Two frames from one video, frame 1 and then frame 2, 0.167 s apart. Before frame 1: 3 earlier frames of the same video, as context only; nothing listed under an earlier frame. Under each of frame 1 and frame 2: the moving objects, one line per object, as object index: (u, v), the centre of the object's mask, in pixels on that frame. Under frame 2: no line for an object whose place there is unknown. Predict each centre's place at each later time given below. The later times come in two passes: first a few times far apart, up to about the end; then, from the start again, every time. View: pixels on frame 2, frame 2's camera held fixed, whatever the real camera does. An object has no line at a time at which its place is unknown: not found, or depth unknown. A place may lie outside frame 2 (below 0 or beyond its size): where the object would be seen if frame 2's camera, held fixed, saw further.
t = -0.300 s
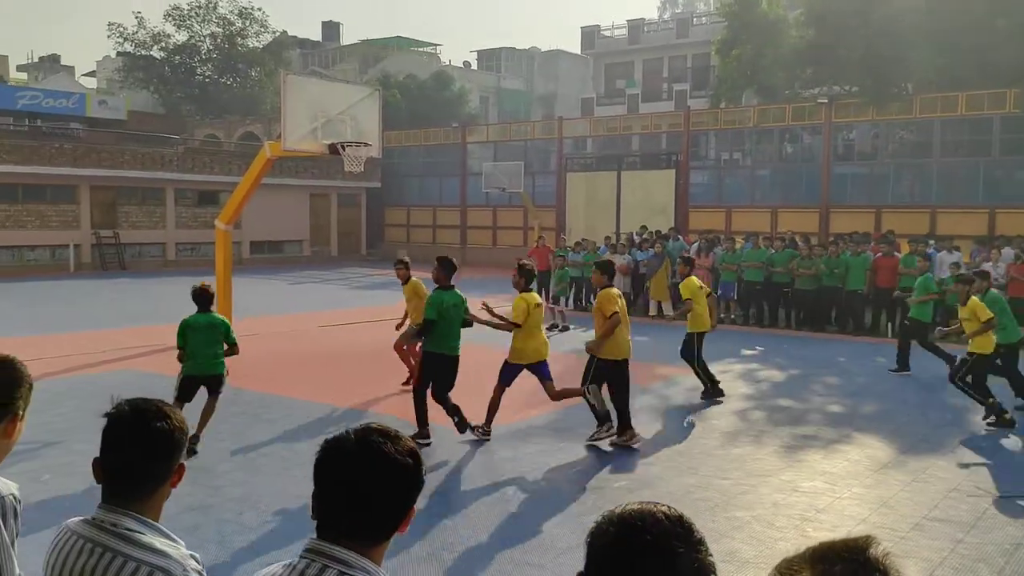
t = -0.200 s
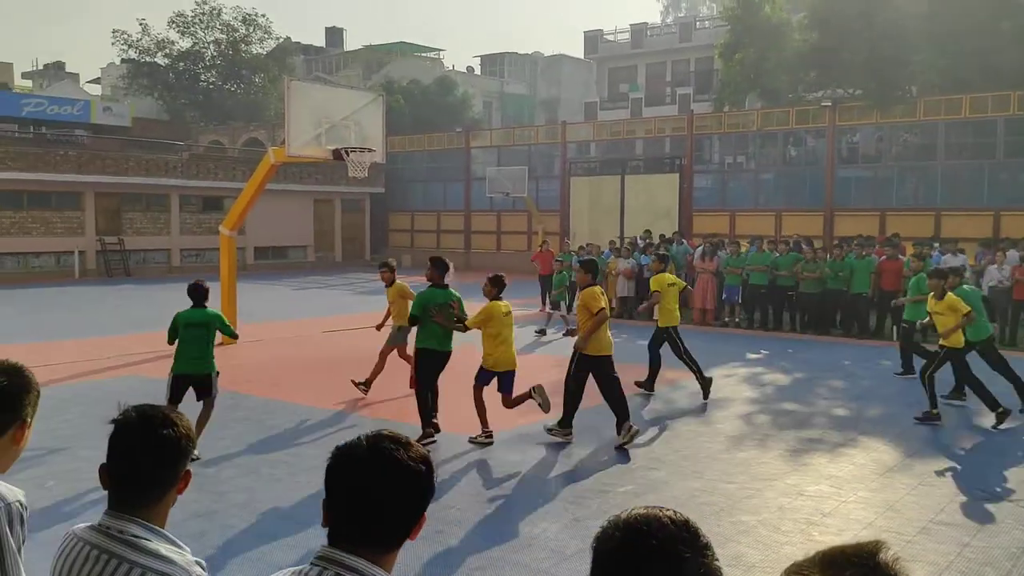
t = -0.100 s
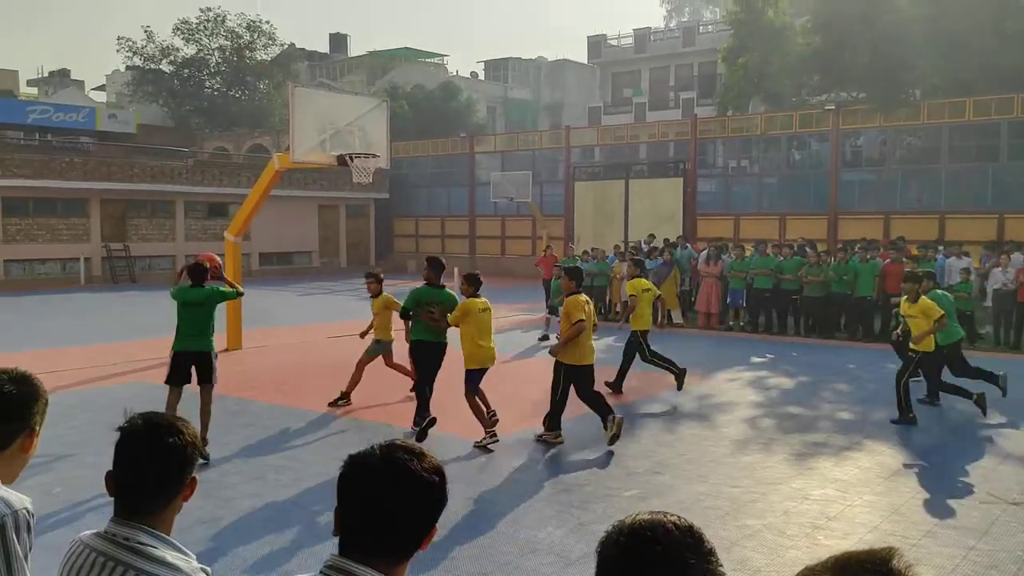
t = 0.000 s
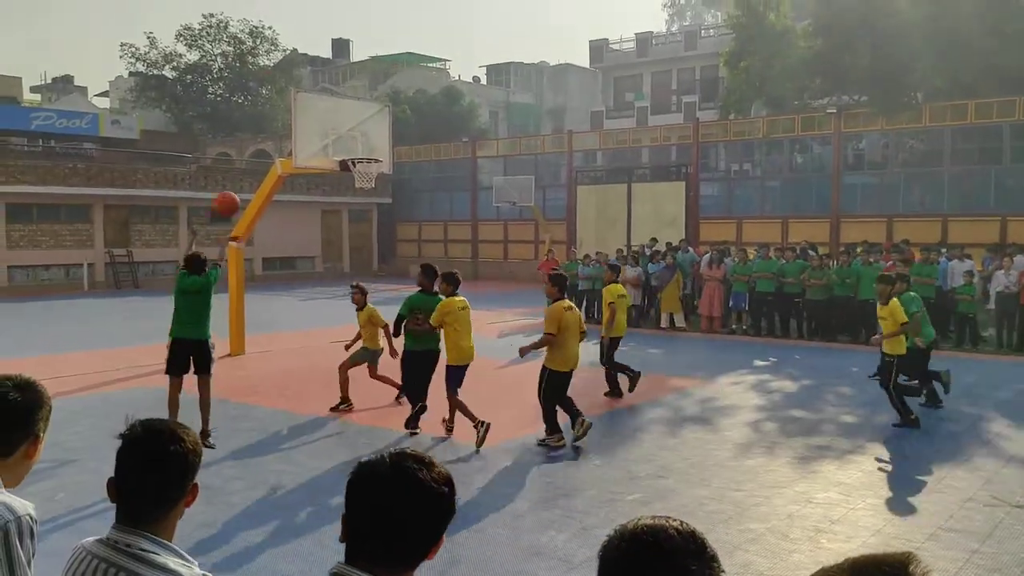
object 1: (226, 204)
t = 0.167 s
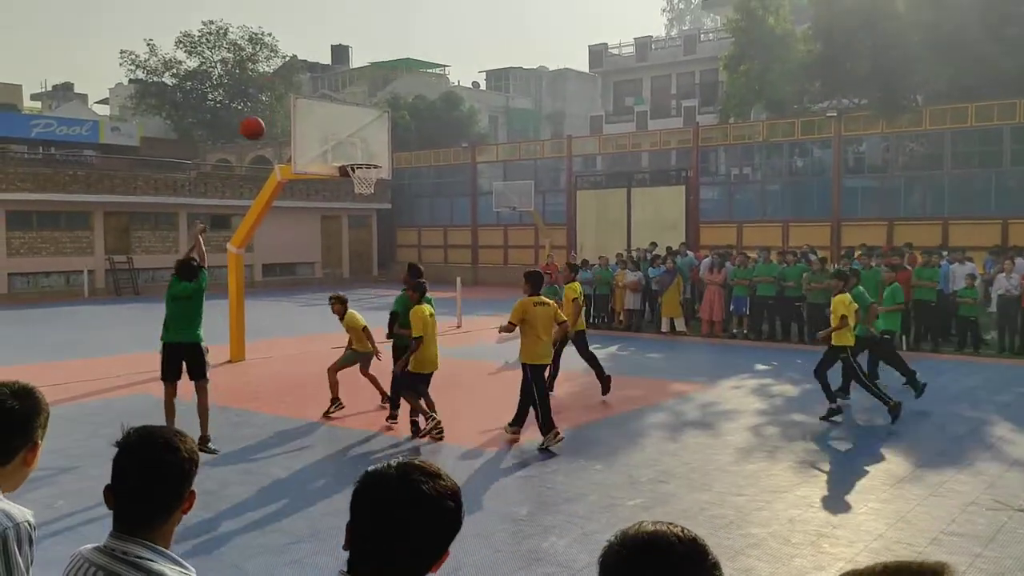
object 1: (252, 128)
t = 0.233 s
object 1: (262, 105)
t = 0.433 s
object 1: (289, 68)
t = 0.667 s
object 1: (315, 72)
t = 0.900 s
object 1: (338, 117)
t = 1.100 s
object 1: (351, 146)
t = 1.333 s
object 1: (357, 125)
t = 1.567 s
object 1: (373, 133)
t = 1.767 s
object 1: (389, 170)
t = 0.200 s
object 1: (257, 116)
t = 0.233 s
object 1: (262, 105)
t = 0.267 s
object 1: (267, 96)
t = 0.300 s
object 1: (271, 88)
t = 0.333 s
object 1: (276, 82)
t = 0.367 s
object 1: (281, 76)
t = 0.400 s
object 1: (285, 72)
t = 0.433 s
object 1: (289, 68)
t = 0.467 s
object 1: (293, 66)
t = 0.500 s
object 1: (297, 65)
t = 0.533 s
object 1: (301, 64)
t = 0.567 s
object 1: (304, 65)
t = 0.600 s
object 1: (309, 67)
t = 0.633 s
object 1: (312, 69)
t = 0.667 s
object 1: (315, 72)
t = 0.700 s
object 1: (319, 77)
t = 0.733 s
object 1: (323, 82)
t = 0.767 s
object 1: (326, 87)
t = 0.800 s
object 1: (329, 94)
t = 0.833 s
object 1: (332, 101)
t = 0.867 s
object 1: (335, 108)
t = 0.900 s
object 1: (338, 117)
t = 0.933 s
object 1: (341, 125)
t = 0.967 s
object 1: (344, 135)
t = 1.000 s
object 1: (347, 145)
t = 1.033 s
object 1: (350, 155)
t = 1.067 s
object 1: (351, 152)
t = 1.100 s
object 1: (351, 146)
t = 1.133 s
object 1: (352, 141)
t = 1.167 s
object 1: (353, 136)
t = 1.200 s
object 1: (354, 132)
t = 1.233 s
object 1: (354, 129)
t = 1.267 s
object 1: (355, 127)
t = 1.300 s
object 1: (356, 126)
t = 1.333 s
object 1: (357, 125)
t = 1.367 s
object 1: (358, 124)
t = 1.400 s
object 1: (361, 124)
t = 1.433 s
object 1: (363, 124)
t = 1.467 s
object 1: (365, 126)
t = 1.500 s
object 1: (368, 128)
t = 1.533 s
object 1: (370, 130)
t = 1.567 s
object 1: (373, 133)
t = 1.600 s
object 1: (375, 138)
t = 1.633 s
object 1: (378, 143)
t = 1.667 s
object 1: (380, 148)
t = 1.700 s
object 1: (383, 155)
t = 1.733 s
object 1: (386, 161)
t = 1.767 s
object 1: (389, 170)
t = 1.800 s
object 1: (391, 178)
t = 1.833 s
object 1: (393, 188)
